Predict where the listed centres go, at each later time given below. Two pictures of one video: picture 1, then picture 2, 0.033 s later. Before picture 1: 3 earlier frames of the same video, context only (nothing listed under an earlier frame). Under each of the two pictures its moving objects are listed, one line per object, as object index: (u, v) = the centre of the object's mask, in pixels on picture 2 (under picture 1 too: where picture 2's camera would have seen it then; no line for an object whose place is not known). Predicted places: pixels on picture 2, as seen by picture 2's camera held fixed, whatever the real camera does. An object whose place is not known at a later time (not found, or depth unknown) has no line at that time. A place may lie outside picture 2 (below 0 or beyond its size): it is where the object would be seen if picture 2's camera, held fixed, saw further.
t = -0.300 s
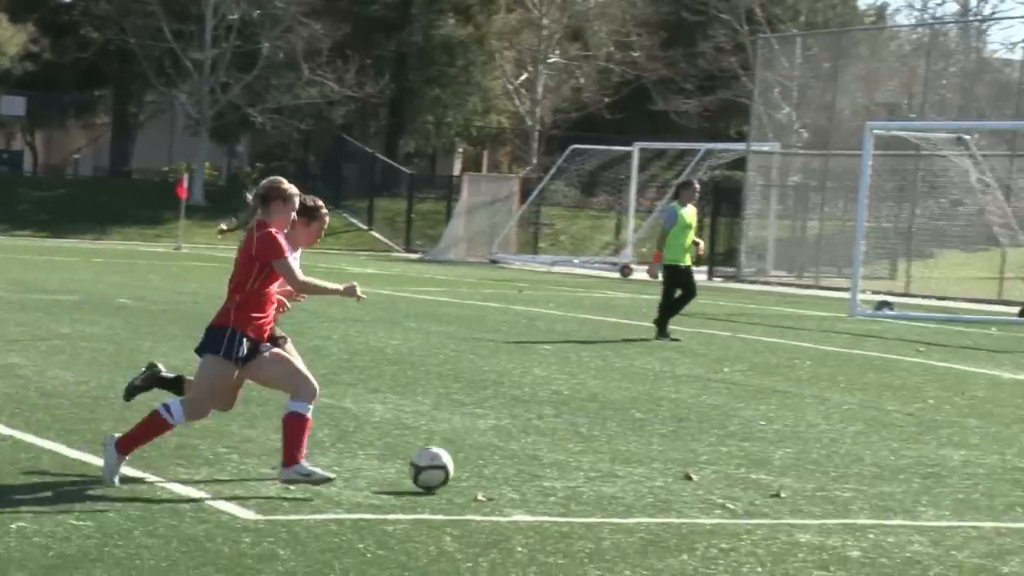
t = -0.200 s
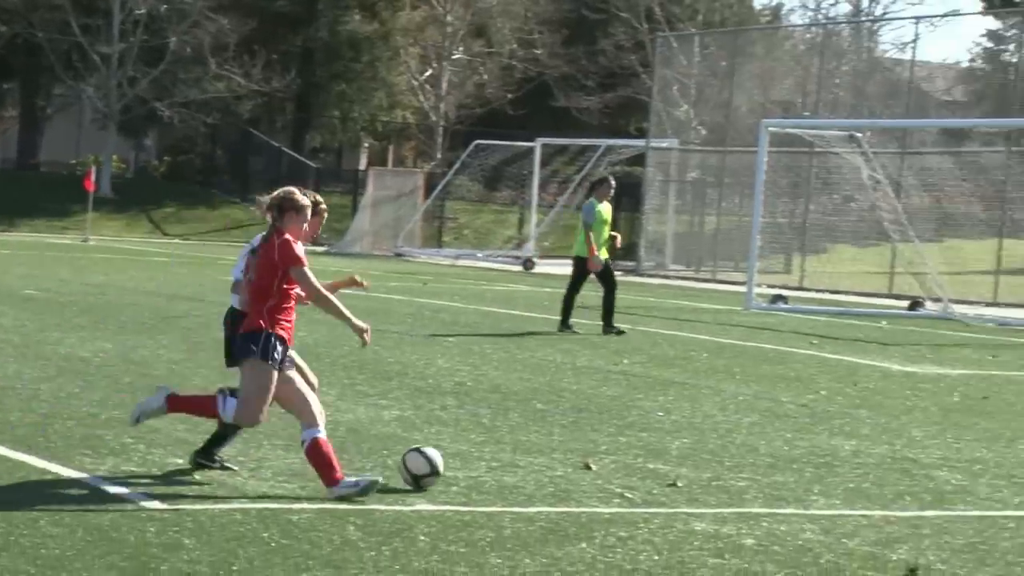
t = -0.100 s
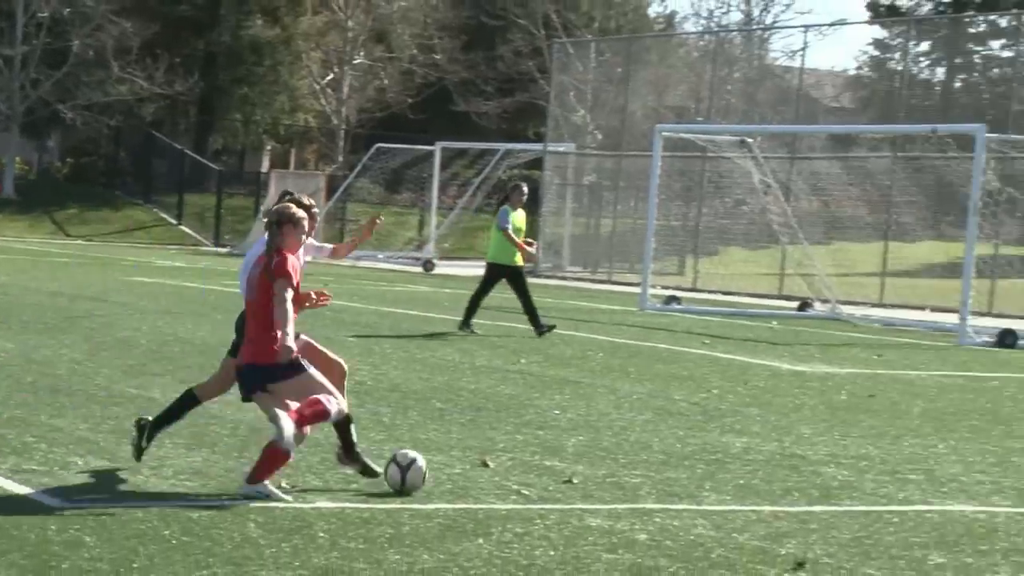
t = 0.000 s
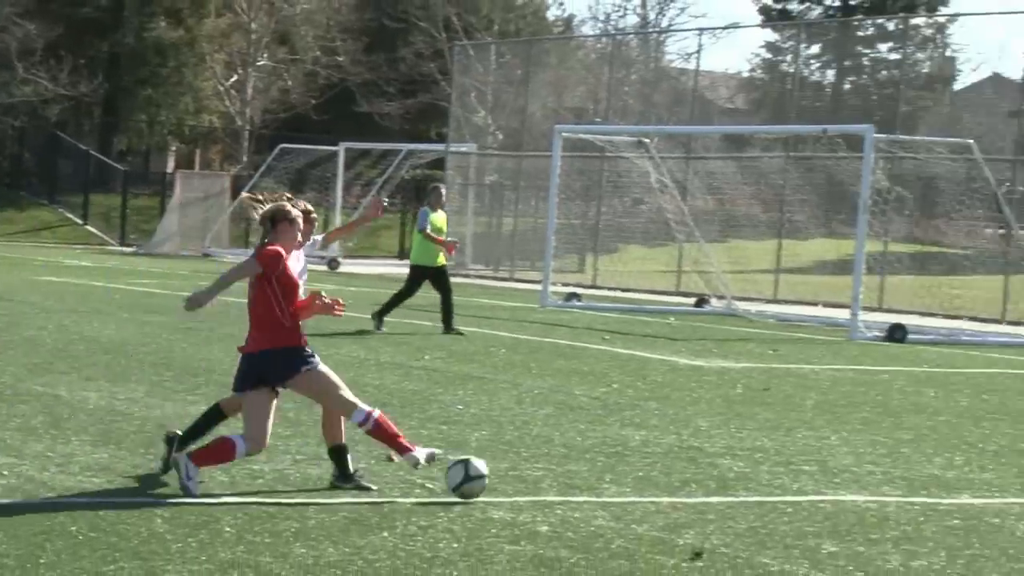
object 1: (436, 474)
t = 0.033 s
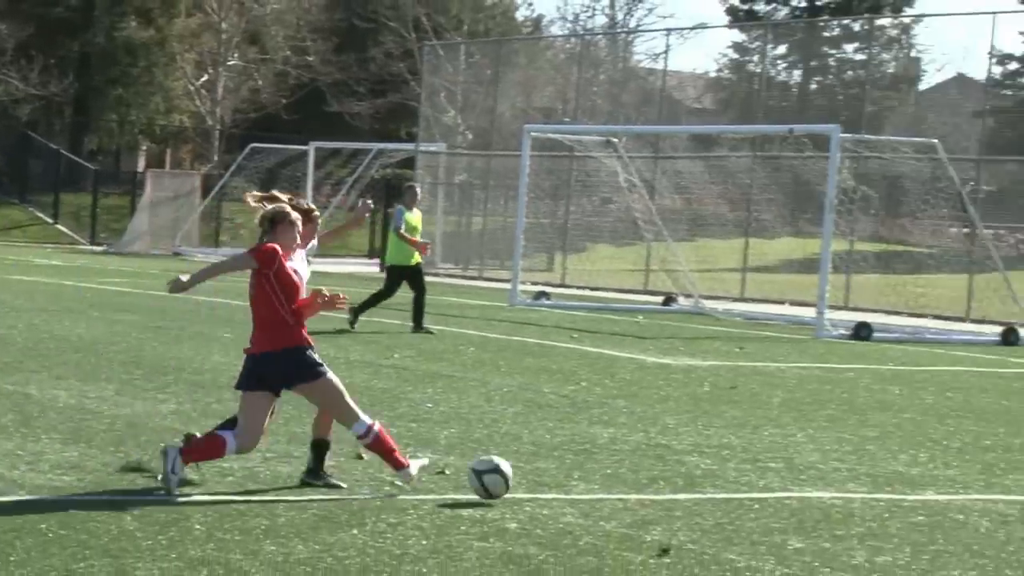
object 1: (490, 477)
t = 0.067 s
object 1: (544, 483)
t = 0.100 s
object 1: (599, 490)
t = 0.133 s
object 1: (654, 502)
